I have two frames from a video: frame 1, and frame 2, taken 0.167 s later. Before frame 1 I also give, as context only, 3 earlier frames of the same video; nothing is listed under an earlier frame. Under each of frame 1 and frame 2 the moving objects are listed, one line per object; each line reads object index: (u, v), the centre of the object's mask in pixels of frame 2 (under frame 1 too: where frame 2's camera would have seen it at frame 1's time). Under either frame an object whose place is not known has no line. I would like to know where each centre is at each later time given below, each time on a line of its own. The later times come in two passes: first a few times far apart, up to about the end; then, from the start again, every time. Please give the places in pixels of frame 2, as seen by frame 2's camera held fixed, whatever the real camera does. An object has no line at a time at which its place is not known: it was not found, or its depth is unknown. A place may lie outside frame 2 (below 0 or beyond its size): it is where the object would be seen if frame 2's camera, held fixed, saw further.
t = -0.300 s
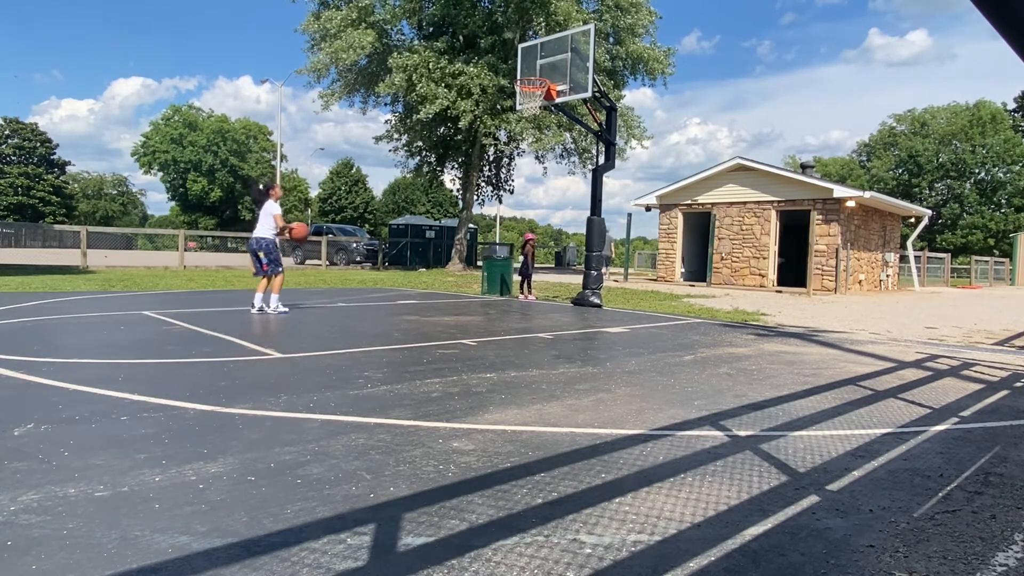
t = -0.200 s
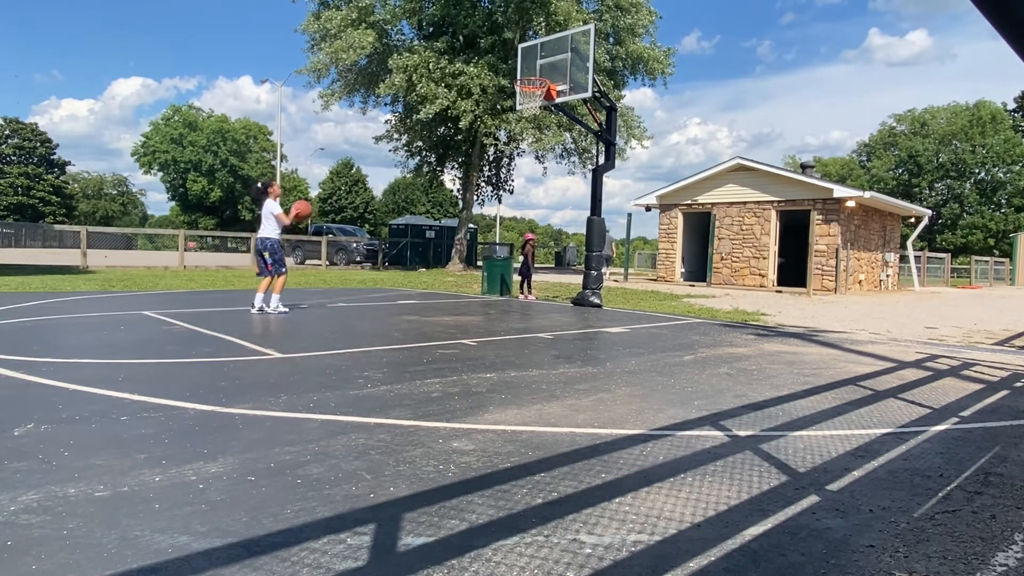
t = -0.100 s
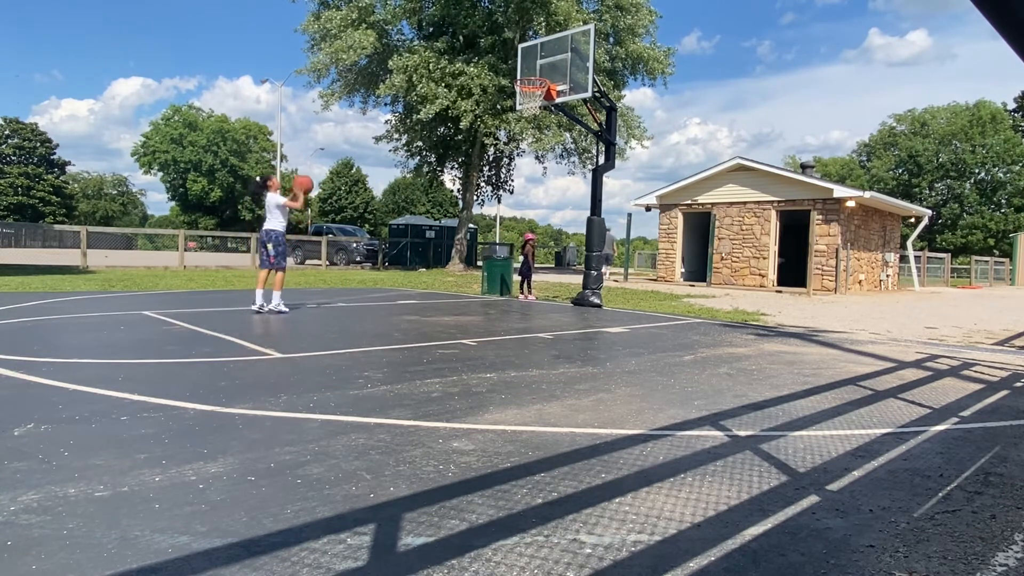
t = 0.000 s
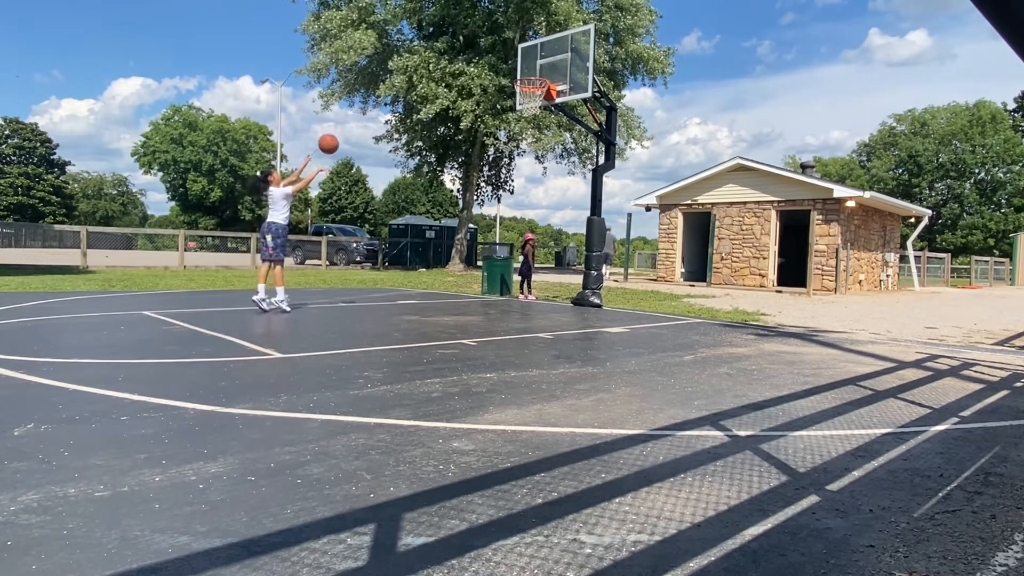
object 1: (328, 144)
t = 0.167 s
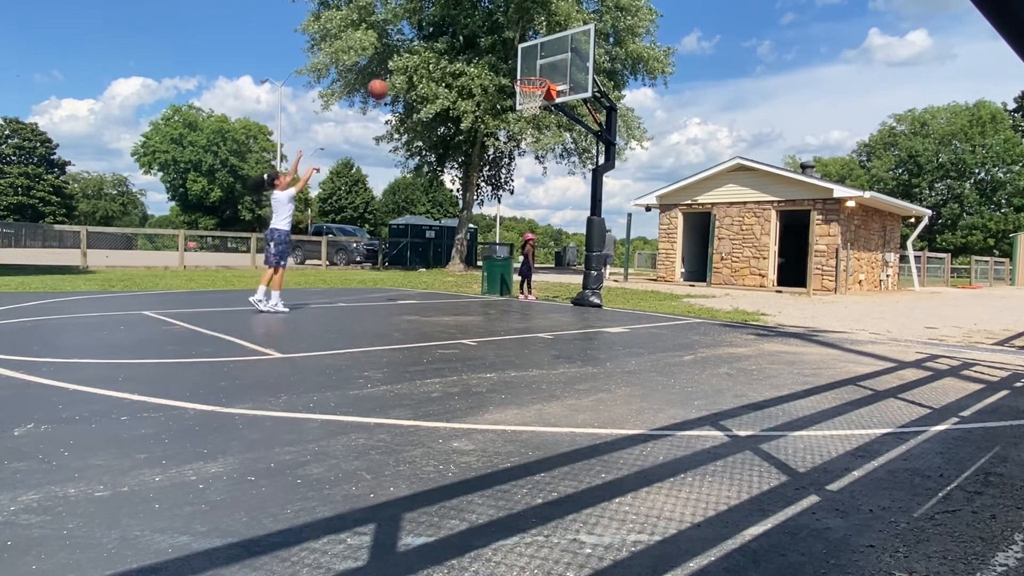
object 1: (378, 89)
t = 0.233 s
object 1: (397, 74)
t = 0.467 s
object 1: (458, 53)
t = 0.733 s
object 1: (507, 68)
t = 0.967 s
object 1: (483, 57)
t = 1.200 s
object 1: (458, 91)
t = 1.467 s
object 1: (426, 182)
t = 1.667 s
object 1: (401, 287)
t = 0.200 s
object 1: (387, 81)
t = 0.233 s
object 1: (397, 74)
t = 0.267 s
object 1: (406, 68)
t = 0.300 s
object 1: (415, 64)
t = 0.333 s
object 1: (424, 59)
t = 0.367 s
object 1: (433, 56)
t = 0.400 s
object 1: (442, 54)
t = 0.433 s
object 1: (450, 53)
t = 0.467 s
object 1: (458, 53)
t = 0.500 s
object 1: (467, 53)
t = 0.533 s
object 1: (474, 55)
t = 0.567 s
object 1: (483, 58)
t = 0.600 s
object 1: (491, 61)
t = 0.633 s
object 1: (498, 65)
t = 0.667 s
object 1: (507, 70)
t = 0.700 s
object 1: (509, 72)
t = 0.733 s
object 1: (507, 68)
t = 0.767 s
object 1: (504, 65)
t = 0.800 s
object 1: (500, 59)
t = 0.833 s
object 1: (497, 58)
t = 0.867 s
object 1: (494, 57)
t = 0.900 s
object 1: (491, 56)
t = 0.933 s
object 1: (487, 56)
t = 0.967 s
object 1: (483, 57)
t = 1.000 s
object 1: (480, 59)
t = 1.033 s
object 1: (476, 62)
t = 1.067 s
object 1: (472, 66)
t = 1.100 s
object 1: (469, 70)
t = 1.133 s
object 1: (465, 76)
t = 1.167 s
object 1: (461, 82)
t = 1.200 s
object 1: (458, 91)
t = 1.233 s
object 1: (453, 98)
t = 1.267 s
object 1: (450, 108)
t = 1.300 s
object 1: (446, 117)
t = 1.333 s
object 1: (442, 128)
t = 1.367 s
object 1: (438, 141)
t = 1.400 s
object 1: (434, 153)
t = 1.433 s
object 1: (430, 167)
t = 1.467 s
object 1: (426, 182)
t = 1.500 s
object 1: (422, 196)
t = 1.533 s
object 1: (418, 213)
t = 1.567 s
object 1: (414, 230)
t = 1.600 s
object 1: (410, 248)
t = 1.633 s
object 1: (406, 267)
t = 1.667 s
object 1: (401, 287)
